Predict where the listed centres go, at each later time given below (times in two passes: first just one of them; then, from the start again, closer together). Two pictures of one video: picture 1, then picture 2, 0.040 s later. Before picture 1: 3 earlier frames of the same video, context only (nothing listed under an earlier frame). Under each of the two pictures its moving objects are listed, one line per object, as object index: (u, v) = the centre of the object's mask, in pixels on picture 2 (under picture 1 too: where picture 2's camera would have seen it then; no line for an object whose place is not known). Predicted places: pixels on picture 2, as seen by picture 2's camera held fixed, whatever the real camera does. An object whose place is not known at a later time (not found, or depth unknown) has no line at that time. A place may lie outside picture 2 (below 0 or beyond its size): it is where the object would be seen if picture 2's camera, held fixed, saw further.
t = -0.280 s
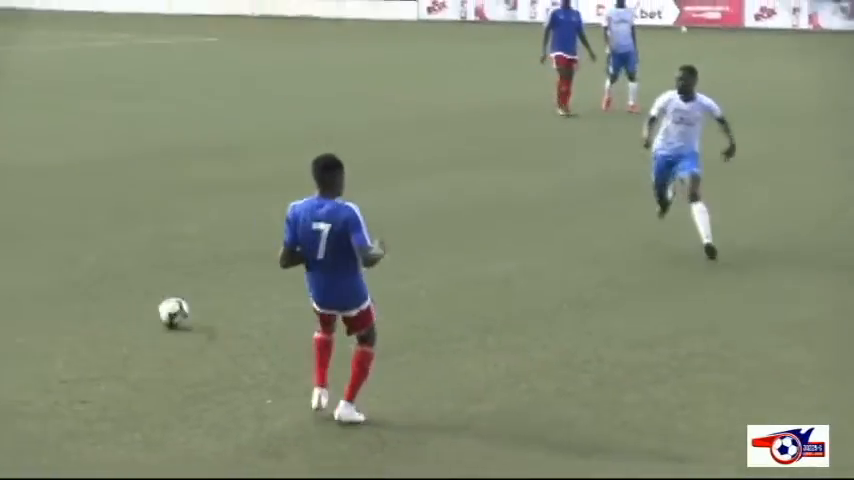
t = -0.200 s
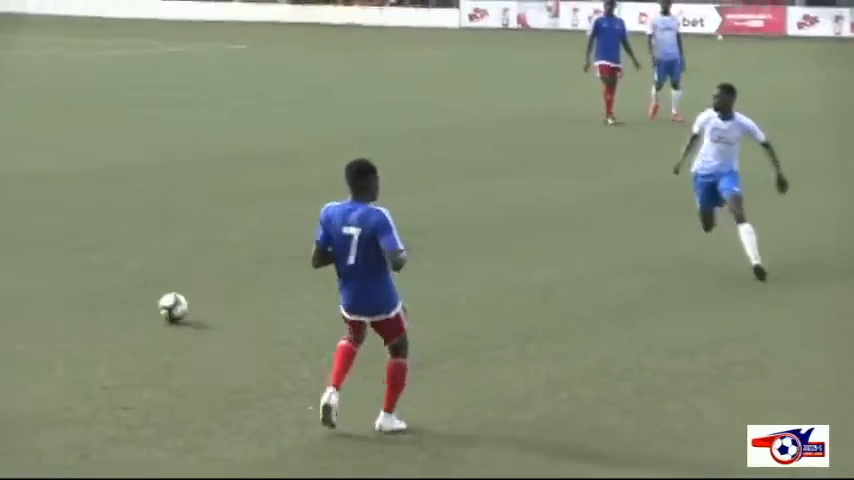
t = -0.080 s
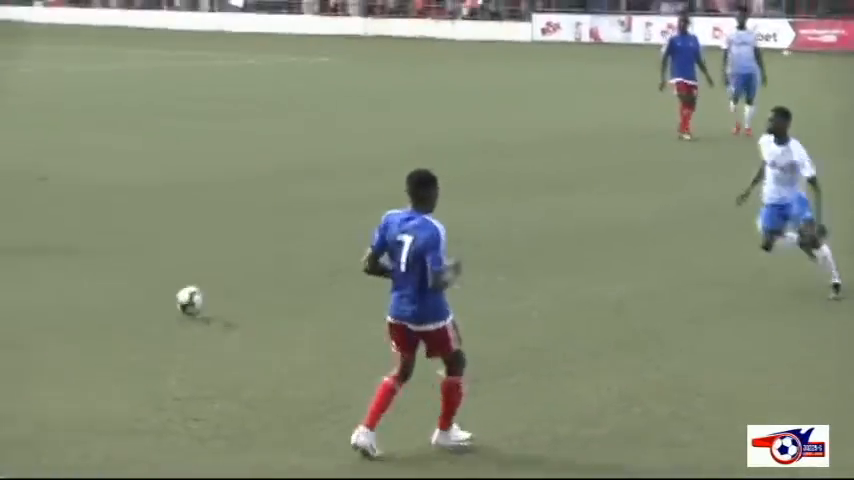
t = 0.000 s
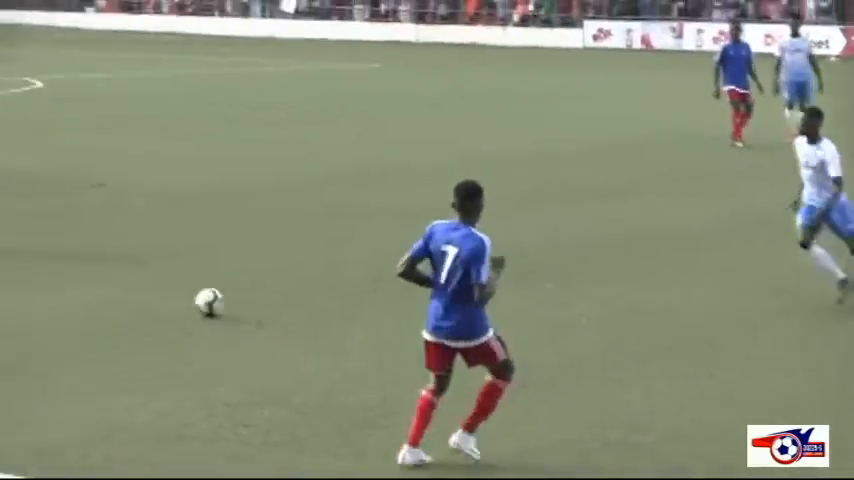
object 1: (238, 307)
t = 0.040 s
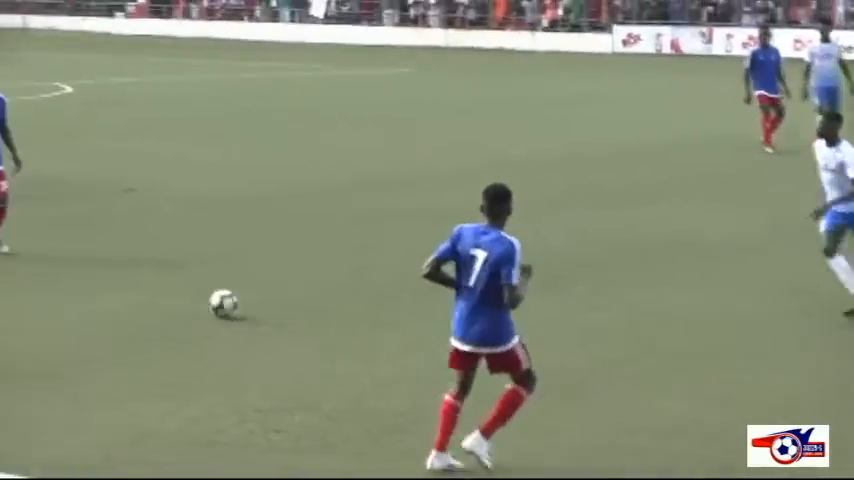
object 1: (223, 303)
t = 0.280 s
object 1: (149, 287)
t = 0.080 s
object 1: (210, 300)
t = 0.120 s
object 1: (196, 298)
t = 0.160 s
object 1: (184, 294)
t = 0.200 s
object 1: (171, 292)
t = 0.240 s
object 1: (159, 288)
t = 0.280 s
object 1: (149, 287)
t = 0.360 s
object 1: (125, 277)
